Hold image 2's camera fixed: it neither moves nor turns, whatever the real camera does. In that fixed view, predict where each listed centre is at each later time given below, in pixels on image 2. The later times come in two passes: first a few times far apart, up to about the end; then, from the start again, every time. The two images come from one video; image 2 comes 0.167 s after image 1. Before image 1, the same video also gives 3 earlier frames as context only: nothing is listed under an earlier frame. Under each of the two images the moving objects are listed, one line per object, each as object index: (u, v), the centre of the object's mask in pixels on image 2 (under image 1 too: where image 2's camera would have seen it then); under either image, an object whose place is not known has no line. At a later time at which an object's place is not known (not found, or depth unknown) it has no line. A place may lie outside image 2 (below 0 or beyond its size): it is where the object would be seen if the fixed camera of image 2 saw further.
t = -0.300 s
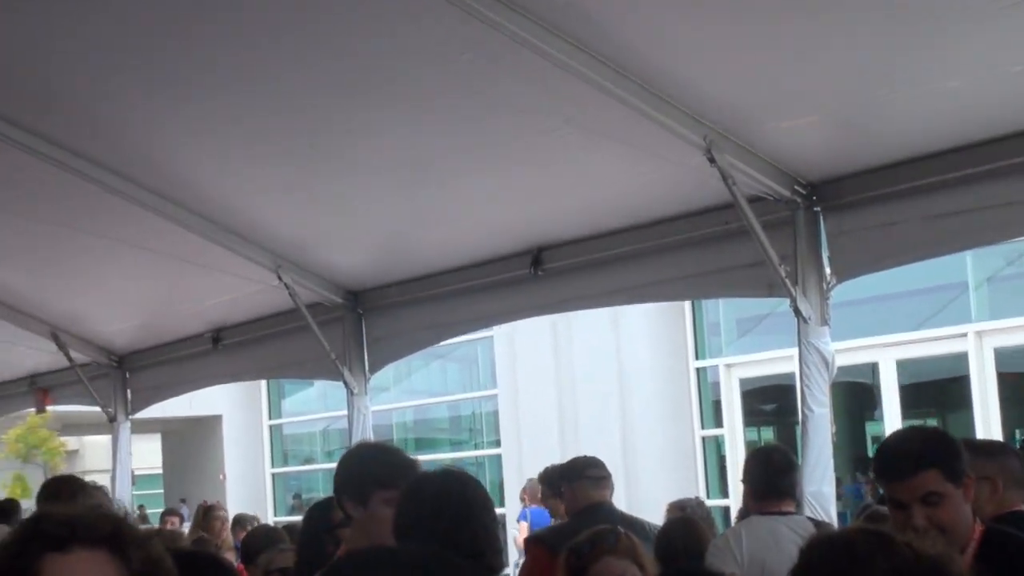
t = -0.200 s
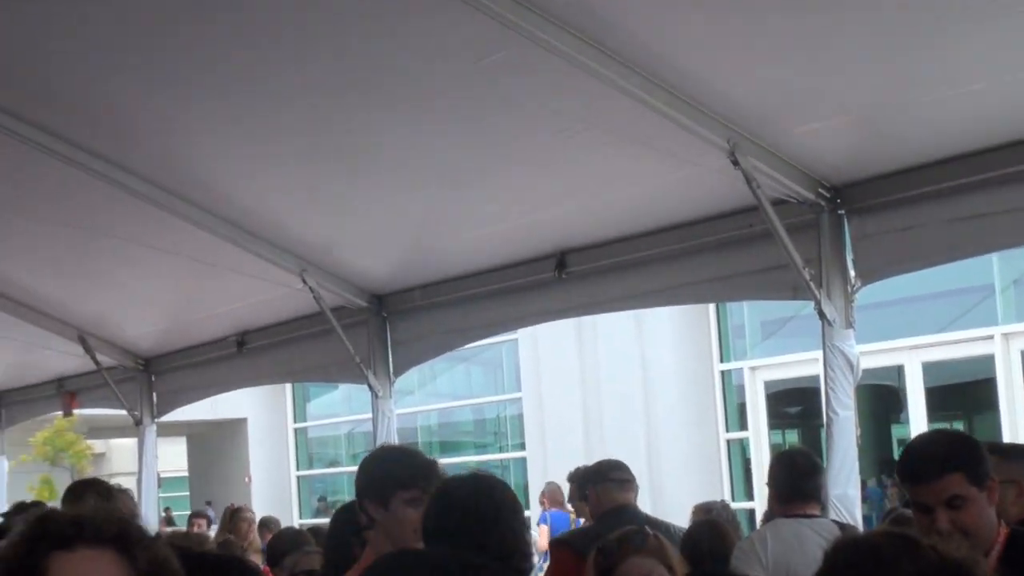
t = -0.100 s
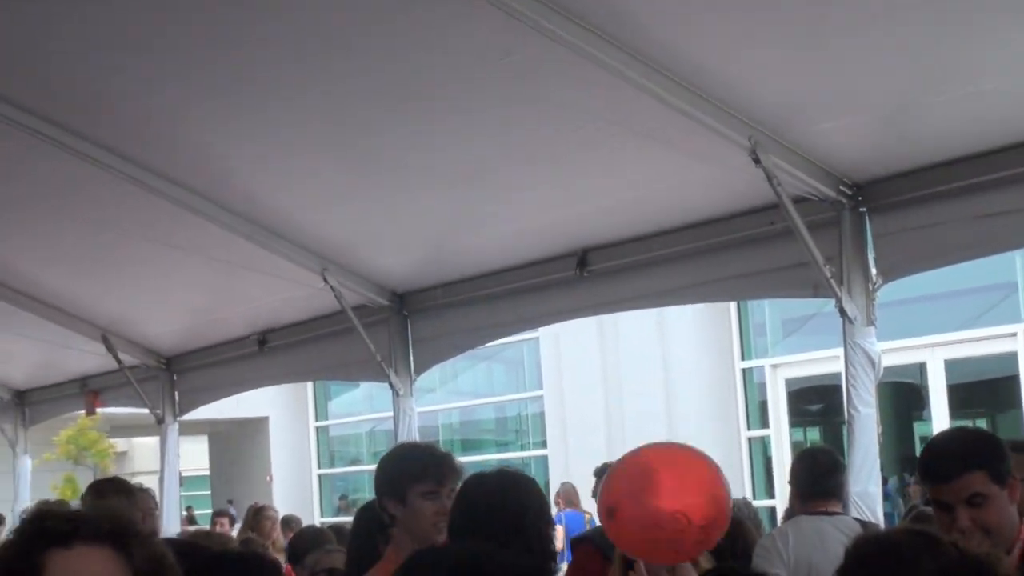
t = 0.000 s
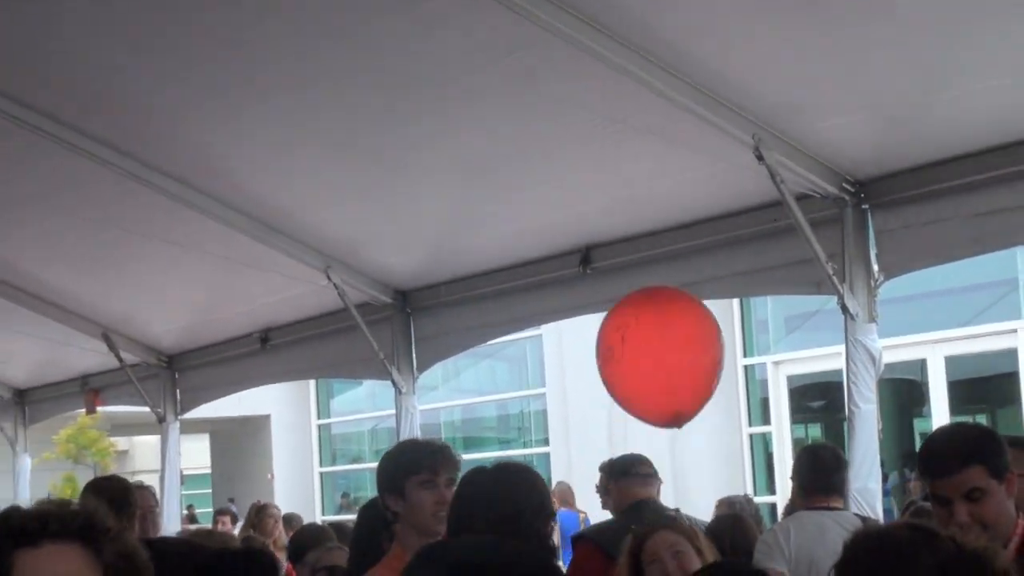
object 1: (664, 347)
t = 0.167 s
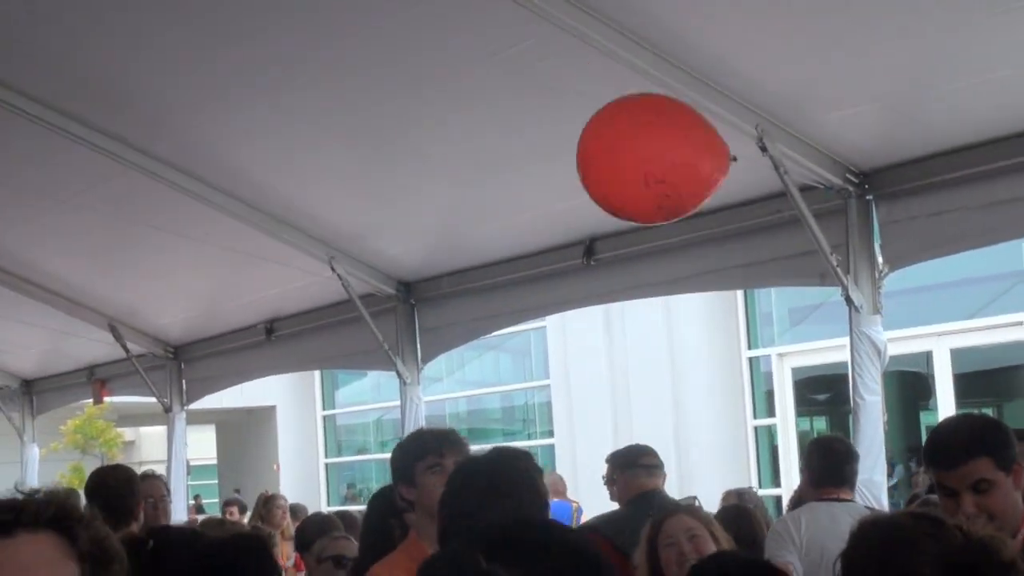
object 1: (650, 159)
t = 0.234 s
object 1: (642, 105)
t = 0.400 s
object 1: (628, 9)
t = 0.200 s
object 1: (645, 130)
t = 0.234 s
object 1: (642, 105)
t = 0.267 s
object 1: (638, 82)
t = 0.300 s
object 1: (635, 61)
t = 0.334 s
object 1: (632, 43)
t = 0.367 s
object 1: (630, 24)
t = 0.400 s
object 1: (628, 9)
